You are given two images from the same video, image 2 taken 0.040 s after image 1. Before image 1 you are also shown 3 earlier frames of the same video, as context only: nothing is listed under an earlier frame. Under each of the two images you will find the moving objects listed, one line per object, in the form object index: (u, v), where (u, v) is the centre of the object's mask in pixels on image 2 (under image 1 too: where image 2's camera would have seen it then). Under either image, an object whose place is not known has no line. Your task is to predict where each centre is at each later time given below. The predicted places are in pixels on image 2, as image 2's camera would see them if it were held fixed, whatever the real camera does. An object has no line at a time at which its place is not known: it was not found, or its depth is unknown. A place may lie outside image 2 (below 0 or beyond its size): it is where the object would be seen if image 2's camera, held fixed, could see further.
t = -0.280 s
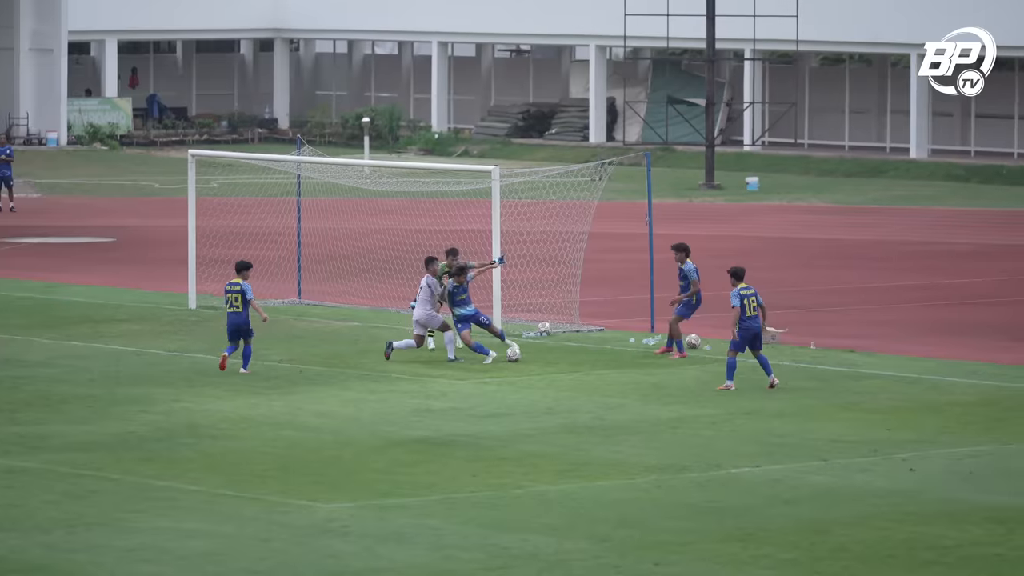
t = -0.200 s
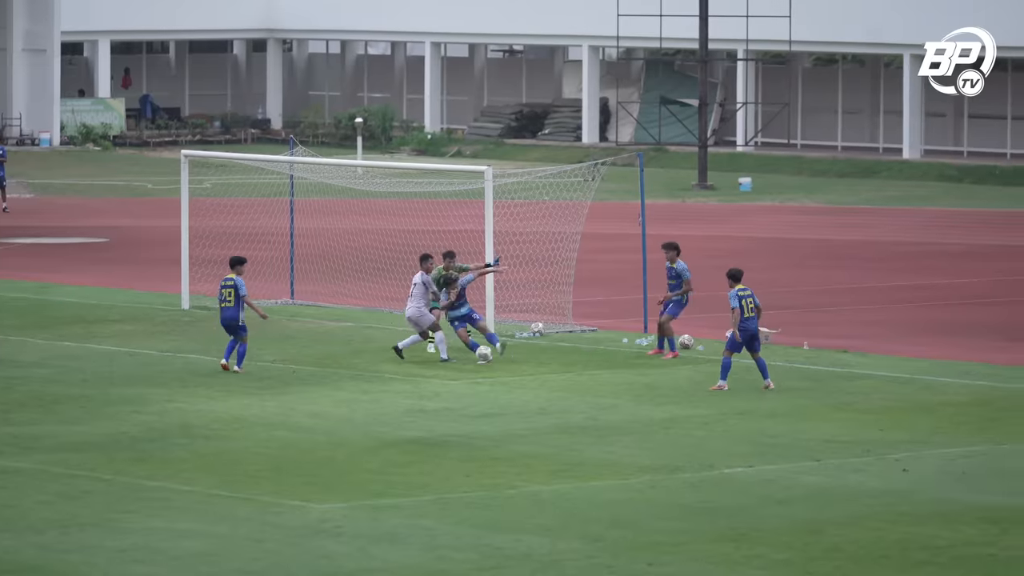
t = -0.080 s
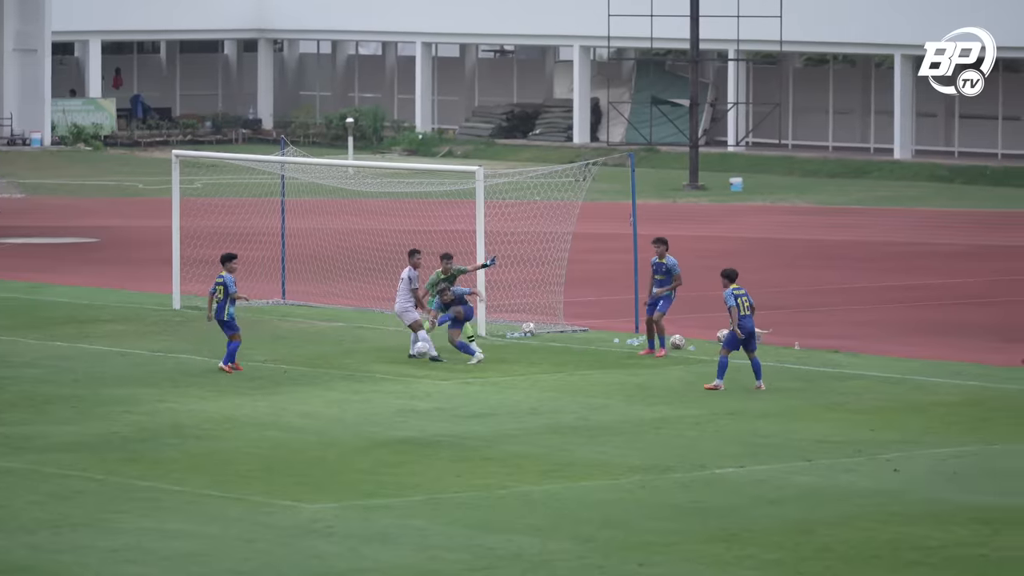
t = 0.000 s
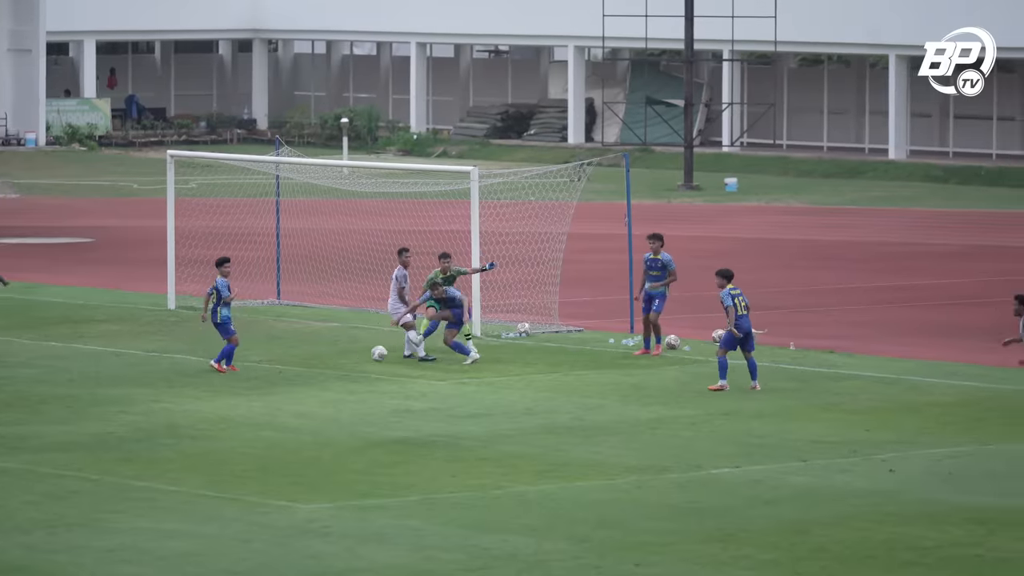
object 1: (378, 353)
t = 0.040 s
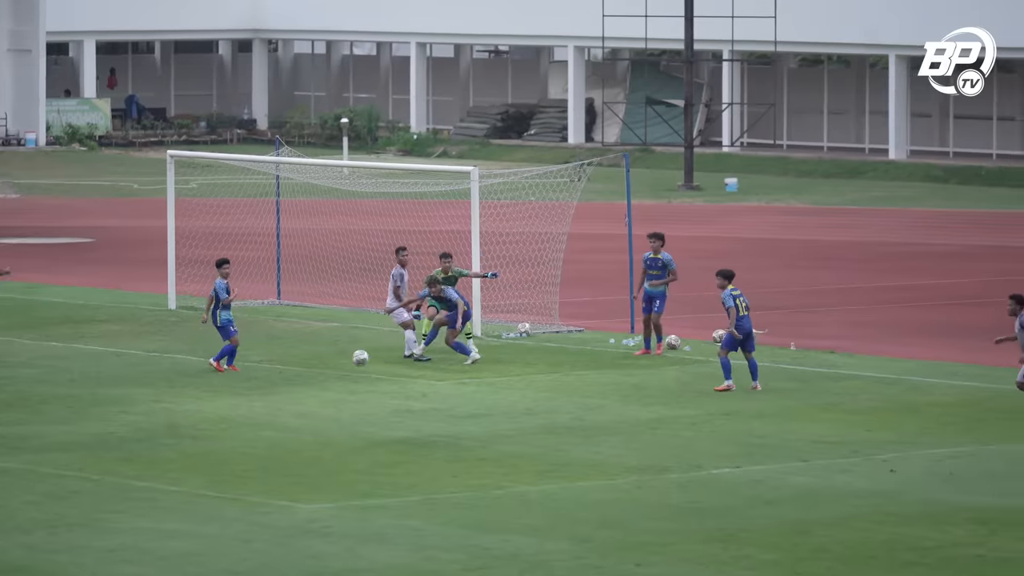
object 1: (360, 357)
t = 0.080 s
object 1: (341, 363)
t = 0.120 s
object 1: (321, 370)
